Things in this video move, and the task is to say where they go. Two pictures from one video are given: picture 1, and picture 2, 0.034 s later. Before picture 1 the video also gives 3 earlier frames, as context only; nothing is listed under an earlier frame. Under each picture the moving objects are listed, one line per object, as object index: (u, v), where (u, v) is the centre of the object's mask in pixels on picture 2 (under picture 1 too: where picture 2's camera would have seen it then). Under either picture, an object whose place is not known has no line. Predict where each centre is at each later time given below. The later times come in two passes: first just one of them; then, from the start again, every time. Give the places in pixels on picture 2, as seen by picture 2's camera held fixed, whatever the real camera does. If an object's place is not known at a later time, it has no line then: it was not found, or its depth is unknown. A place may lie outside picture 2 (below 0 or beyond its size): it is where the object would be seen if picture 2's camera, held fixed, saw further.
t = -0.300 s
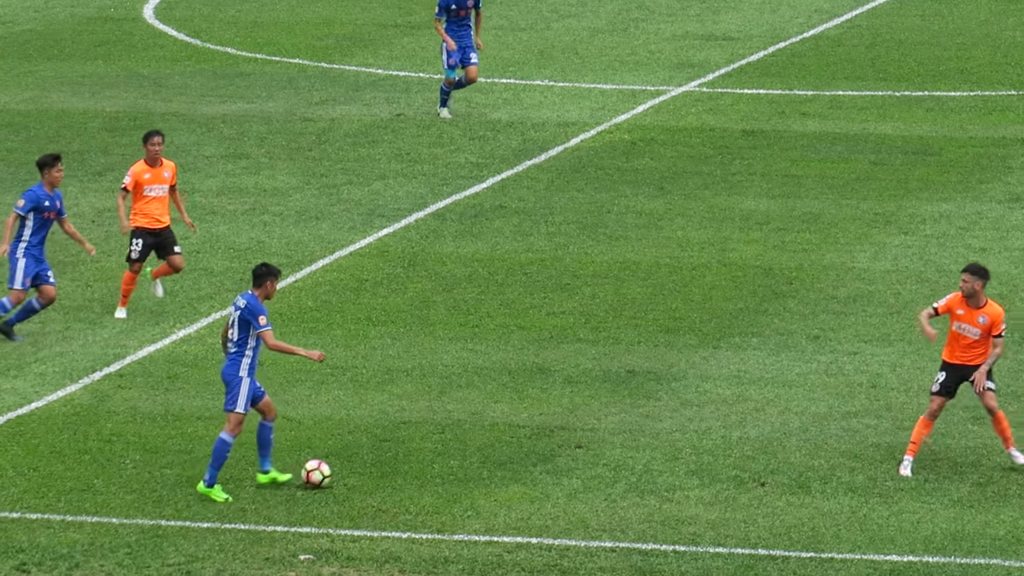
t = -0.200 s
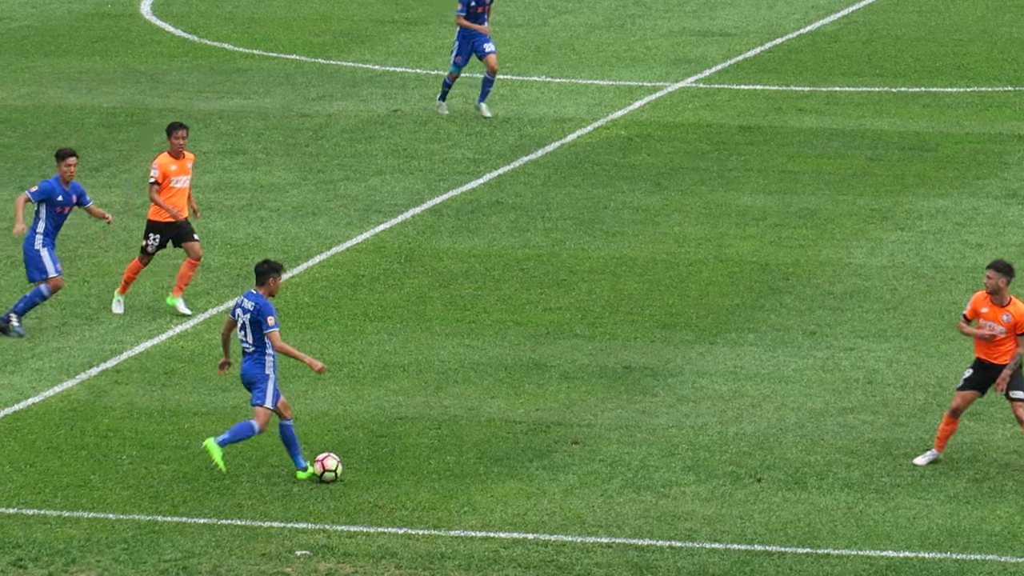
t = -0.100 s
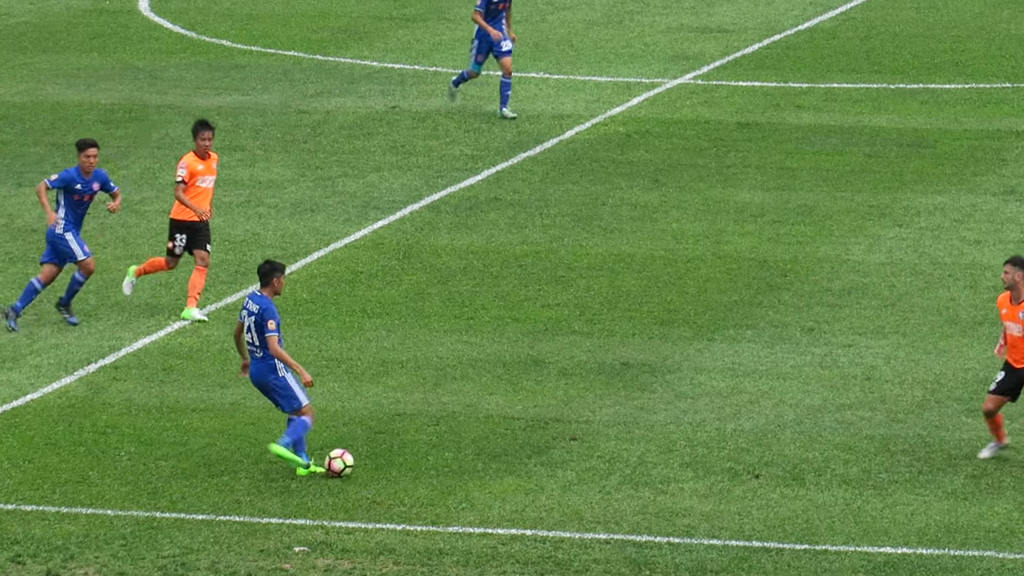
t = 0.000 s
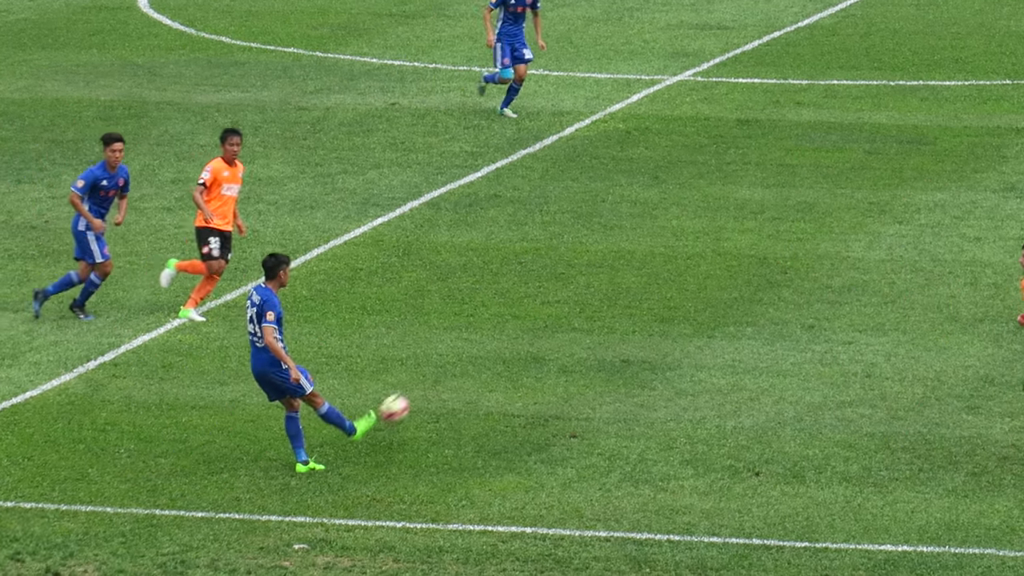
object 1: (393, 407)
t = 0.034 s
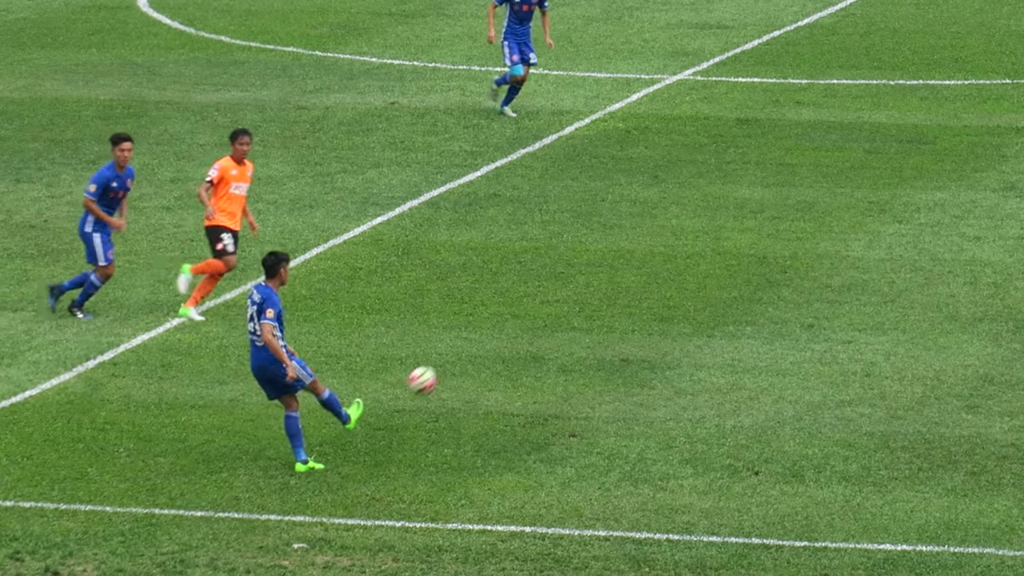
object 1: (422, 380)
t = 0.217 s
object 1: (554, 263)
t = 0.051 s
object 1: (436, 368)
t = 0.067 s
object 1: (448, 355)
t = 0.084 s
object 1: (462, 343)
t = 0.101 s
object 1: (474, 331)
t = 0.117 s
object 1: (486, 320)
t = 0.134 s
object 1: (498, 309)
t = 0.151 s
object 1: (510, 300)
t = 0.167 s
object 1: (522, 289)
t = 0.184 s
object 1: (533, 280)
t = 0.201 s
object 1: (544, 271)
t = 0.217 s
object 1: (554, 263)
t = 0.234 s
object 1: (565, 254)
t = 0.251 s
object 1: (574, 247)
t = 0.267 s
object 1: (584, 240)
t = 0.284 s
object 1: (594, 233)
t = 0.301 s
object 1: (603, 228)
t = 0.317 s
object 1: (612, 222)
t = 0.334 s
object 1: (621, 216)
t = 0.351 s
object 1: (629, 211)
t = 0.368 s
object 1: (637, 206)
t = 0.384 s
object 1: (645, 201)
